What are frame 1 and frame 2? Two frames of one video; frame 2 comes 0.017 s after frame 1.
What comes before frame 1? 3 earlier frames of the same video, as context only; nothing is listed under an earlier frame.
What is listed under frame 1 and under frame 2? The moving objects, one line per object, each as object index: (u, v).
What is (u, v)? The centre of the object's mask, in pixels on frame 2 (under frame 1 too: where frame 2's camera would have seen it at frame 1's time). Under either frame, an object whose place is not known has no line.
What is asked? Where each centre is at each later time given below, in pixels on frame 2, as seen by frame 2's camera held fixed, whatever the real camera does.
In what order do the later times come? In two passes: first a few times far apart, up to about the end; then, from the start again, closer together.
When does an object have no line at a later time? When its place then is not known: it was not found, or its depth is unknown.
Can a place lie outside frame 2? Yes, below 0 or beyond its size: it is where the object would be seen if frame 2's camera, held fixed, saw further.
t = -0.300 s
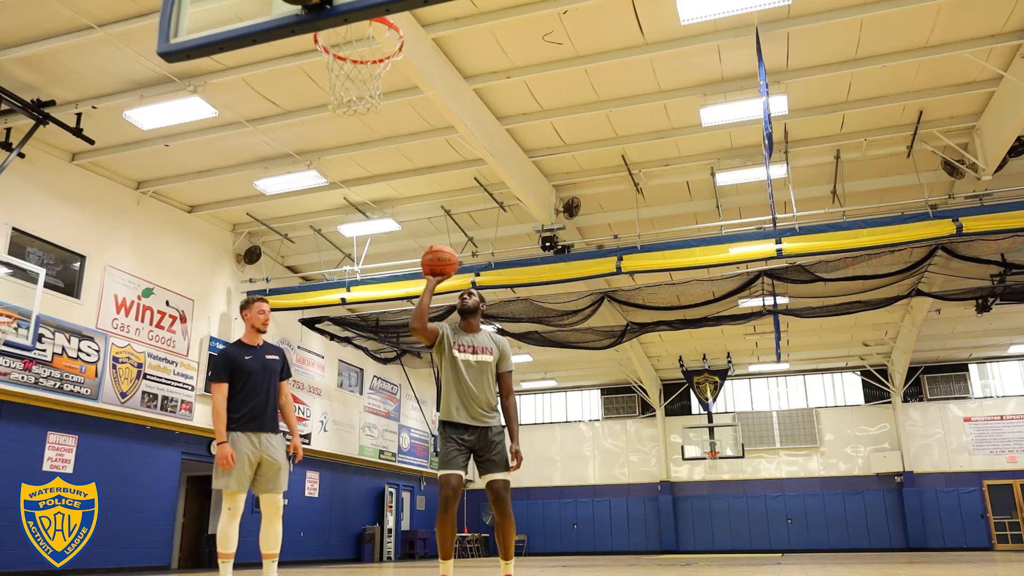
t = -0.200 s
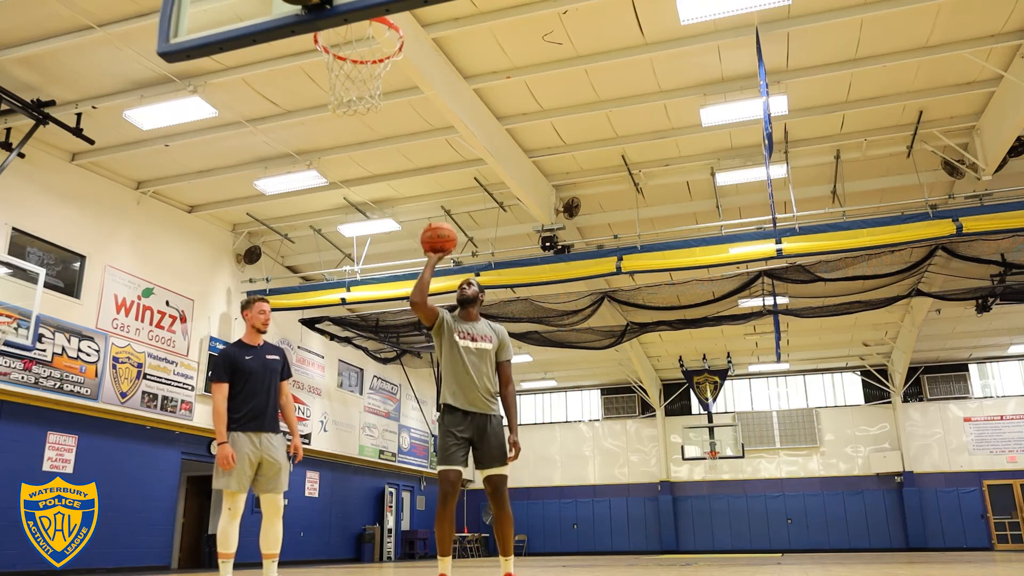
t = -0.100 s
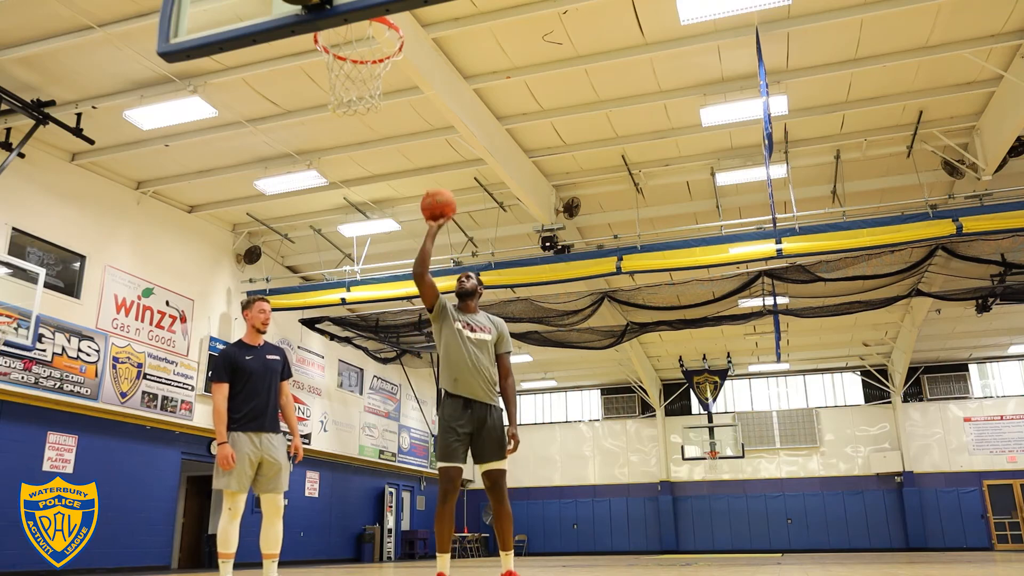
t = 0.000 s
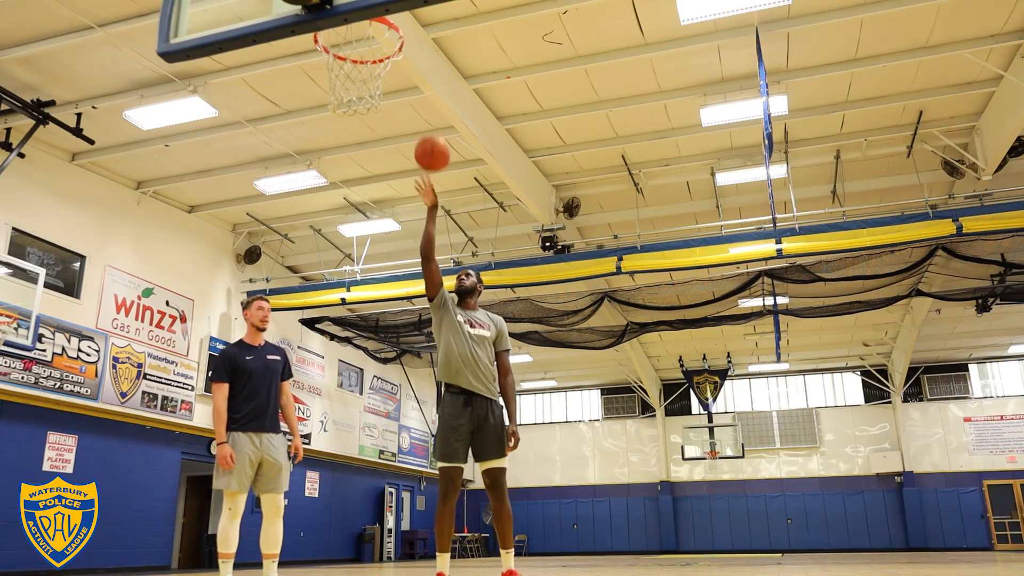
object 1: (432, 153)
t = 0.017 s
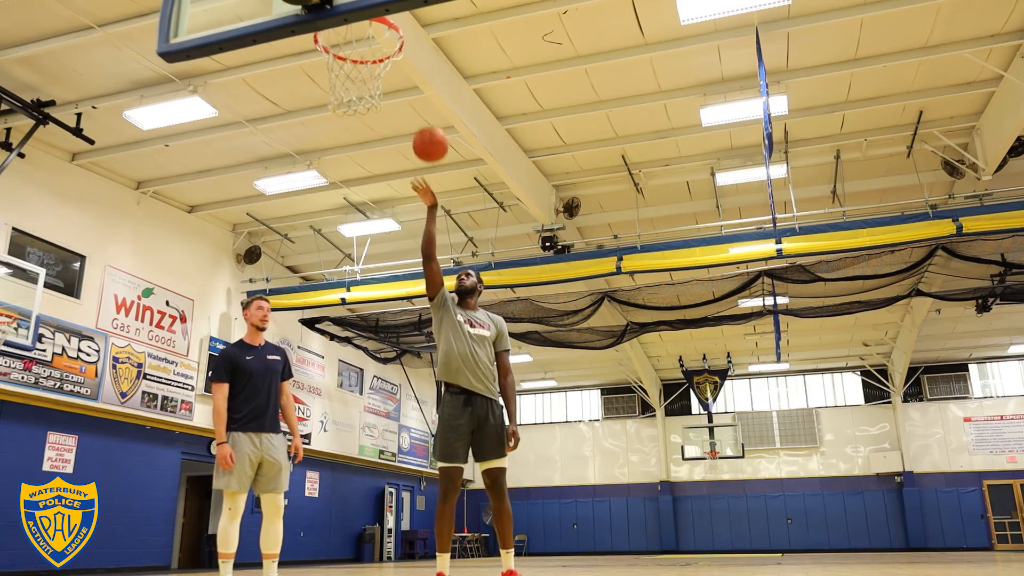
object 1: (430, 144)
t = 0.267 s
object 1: (401, 48)
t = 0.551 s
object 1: (358, 38)
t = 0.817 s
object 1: (335, 115)
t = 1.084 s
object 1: (314, 324)
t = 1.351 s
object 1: (300, 521)
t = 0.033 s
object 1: (428, 135)
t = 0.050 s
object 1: (426, 127)
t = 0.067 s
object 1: (424, 119)
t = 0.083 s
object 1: (423, 112)
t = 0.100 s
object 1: (420, 104)
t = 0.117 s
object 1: (419, 97)
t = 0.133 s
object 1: (417, 90)
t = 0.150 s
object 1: (414, 84)
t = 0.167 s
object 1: (412, 78)
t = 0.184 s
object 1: (411, 72)
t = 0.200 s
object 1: (410, 67)
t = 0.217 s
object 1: (409, 63)
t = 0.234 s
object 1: (405, 56)
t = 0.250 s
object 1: (403, 52)
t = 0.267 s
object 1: (401, 48)
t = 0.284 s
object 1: (398, 45)
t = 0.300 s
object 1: (395, 41)
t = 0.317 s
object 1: (393, 38)
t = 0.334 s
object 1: (391, 37)
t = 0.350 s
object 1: (390, 35)
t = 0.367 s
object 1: (387, 34)
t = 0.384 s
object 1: (385, 33)
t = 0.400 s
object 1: (379, 34)
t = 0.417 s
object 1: (377, 34)
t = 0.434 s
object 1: (375, 34)
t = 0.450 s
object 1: (373, 33)
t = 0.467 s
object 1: (371, 34)
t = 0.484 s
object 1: (369, 34)
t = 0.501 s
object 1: (366, 34)
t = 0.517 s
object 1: (364, 35)
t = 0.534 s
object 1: (360, 37)
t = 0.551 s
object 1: (358, 38)
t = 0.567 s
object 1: (355, 40)
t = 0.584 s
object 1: (351, 42)
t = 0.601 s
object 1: (349, 44)
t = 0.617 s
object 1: (346, 47)
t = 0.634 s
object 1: (345, 52)
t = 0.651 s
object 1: (343, 56)
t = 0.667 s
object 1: (342, 60)
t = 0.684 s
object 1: (341, 64)
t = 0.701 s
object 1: (341, 69)
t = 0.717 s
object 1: (339, 78)
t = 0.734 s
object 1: (339, 80)
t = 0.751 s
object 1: (338, 86)
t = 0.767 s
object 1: (337, 93)
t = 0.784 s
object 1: (337, 99)
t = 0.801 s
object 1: (336, 107)
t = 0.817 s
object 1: (335, 115)
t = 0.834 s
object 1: (334, 123)
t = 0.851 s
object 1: (333, 133)
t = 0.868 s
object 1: (332, 143)
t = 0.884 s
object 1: (330, 153)
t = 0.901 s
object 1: (329, 163)
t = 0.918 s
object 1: (328, 174)
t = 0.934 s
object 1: (327, 187)
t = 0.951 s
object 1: (326, 200)
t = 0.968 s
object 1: (324, 212)
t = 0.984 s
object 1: (323, 227)
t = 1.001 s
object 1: (321, 241)
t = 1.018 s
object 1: (319, 256)
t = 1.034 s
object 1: (318, 271)
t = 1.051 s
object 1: (317, 288)
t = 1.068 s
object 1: (315, 306)
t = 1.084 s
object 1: (314, 324)
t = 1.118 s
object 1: (310, 361)
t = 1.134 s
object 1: (308, 382)
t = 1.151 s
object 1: (306, 403)
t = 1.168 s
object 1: (304, 427)
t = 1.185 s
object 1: (302, 451)
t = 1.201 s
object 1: (300, 476)
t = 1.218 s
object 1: (298, 502)
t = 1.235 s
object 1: (297, 528)
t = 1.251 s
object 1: (294, 551)
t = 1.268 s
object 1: (294, 564)
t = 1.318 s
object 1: (295, 555)
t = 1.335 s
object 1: (298, 539)
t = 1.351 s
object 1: (300, 521)
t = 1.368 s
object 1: (302, 503)
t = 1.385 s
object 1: (305, 486)
